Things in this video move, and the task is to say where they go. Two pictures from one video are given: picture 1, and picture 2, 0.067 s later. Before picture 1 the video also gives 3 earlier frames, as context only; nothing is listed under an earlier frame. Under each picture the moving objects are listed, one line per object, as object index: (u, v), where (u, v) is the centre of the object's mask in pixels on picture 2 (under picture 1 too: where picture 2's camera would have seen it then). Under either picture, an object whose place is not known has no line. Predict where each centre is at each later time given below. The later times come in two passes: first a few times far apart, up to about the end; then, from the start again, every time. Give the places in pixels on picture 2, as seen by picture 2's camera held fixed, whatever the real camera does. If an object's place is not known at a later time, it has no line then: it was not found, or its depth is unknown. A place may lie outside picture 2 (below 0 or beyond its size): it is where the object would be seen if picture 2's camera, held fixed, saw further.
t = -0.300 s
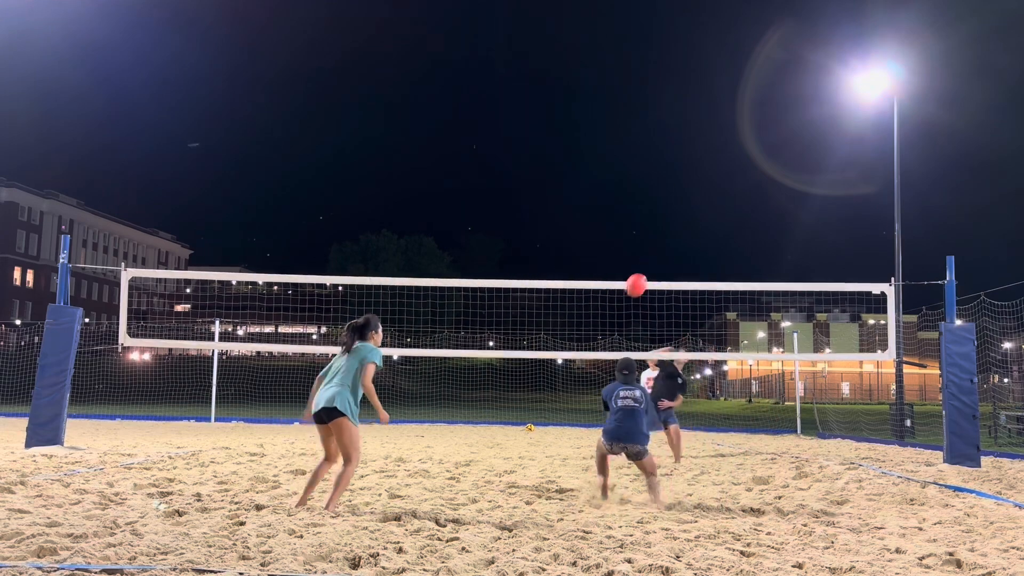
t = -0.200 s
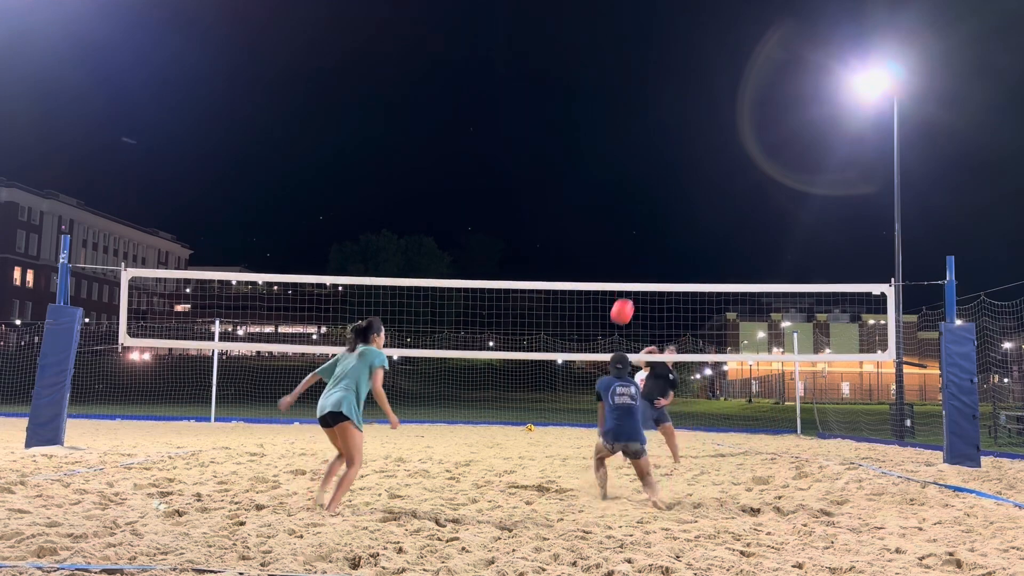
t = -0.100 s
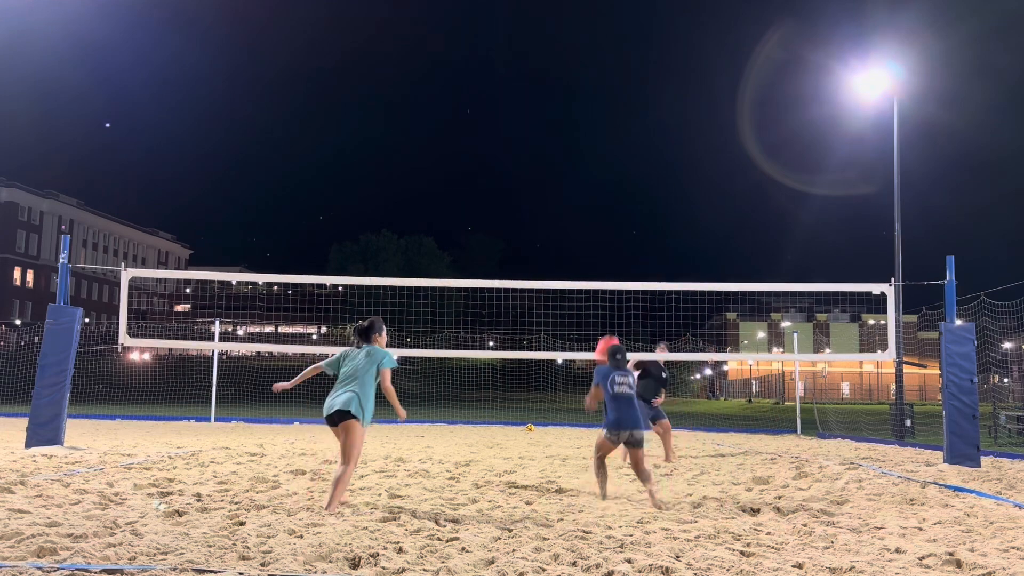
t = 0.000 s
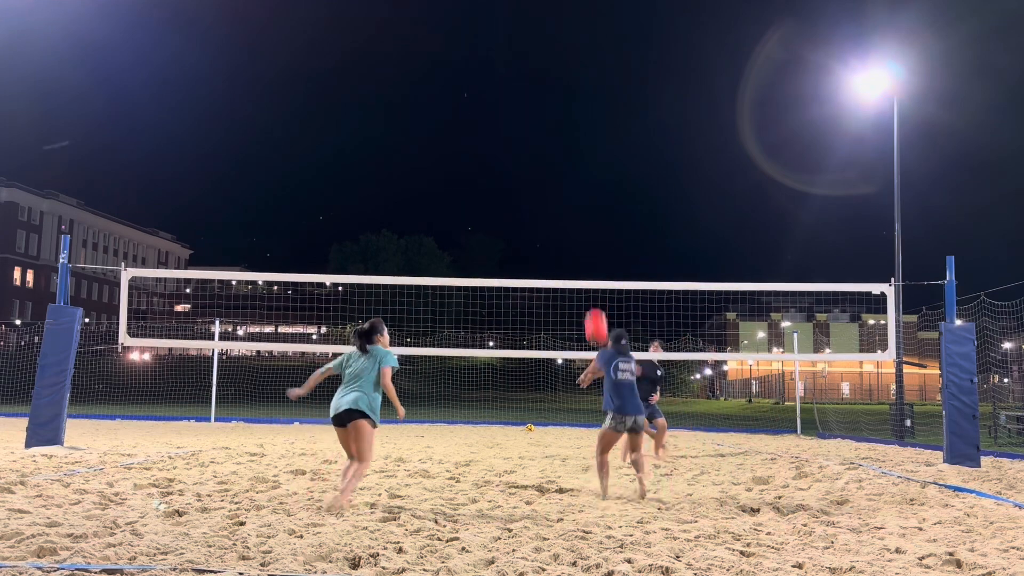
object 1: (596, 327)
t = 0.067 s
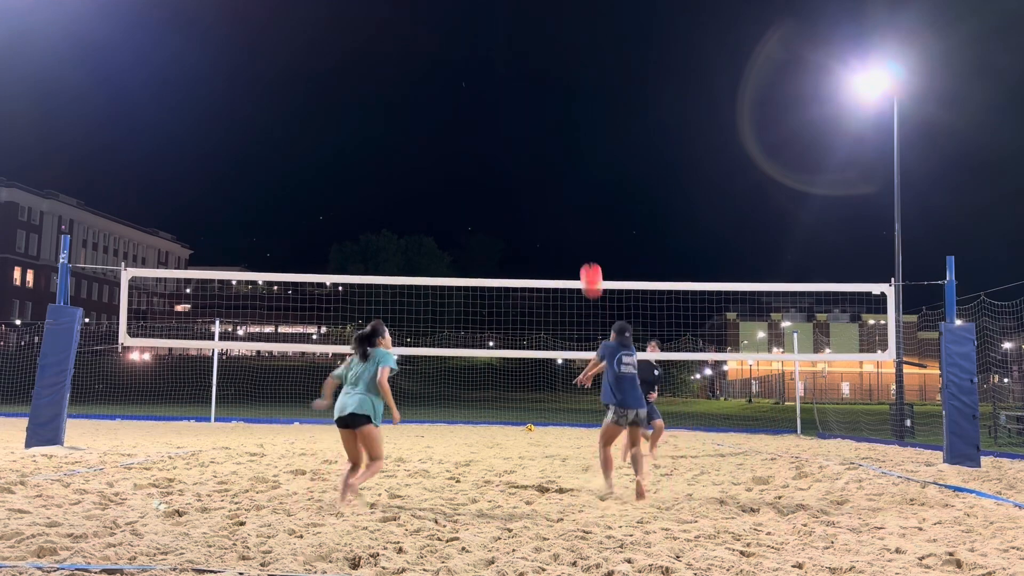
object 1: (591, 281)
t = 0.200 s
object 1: (583, 202)
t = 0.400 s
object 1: (570, 118)
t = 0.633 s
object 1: (557, 70)
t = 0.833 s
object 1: (544, 69)
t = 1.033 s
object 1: (531, 105)
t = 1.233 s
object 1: (518, 178)
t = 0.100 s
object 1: (589, 259)
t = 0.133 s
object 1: (587, 239)
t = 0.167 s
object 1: (585, 220)
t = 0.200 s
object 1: (583, 202)
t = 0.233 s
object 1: (581, 185)
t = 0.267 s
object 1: (578, 169)
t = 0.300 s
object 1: (576, 155)
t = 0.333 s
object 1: (574, 142)
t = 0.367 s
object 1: (572, 129)
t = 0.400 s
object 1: (570, 118)
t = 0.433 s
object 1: (568, 108)
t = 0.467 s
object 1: (567, 99)
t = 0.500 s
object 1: (565, 91)
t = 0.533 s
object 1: (563, 84)
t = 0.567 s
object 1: (561, 78)
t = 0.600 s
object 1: (559, 73)
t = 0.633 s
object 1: (557, 70)
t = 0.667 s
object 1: (555, 67)
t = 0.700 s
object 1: (553, 65)
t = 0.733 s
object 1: (550, 65)
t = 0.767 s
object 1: (548, 65)
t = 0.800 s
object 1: (546, 67)
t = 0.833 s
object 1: (544, 69)
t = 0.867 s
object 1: (542, 72)
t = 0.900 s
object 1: (540, 77)
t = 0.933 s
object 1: (538, 83)
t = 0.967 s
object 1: (536, 89)
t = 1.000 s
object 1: (533, 97)
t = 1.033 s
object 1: (531, 105)
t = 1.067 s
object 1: (529, 115)
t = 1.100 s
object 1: (527, 126)
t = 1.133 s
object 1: (524, 137)
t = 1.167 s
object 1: (522, 150)
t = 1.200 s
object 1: (520, 164)
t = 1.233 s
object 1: (518, 178)
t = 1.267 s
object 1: (516, 194)
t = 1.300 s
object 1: (514, 211)
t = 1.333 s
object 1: (511, 228)
